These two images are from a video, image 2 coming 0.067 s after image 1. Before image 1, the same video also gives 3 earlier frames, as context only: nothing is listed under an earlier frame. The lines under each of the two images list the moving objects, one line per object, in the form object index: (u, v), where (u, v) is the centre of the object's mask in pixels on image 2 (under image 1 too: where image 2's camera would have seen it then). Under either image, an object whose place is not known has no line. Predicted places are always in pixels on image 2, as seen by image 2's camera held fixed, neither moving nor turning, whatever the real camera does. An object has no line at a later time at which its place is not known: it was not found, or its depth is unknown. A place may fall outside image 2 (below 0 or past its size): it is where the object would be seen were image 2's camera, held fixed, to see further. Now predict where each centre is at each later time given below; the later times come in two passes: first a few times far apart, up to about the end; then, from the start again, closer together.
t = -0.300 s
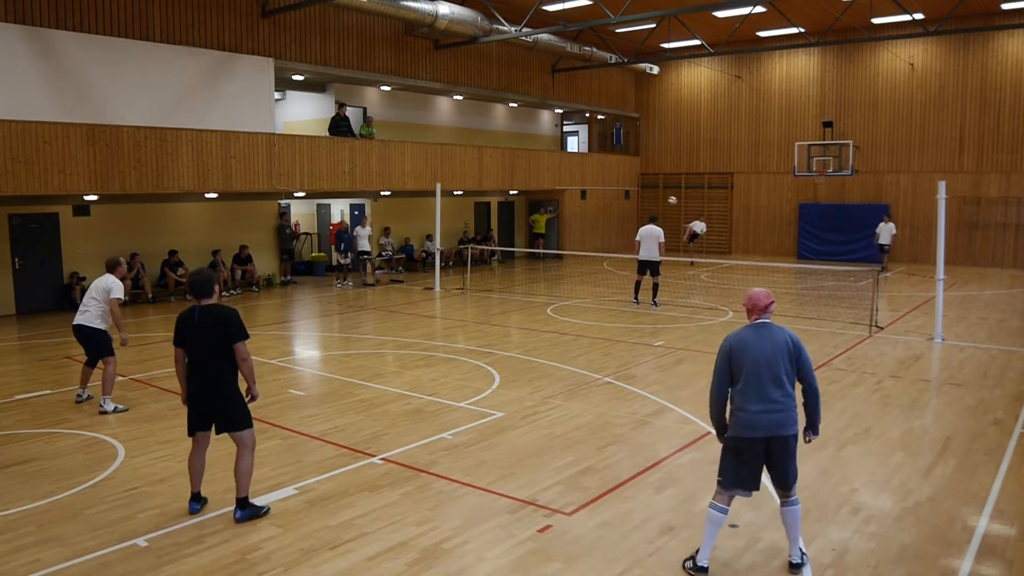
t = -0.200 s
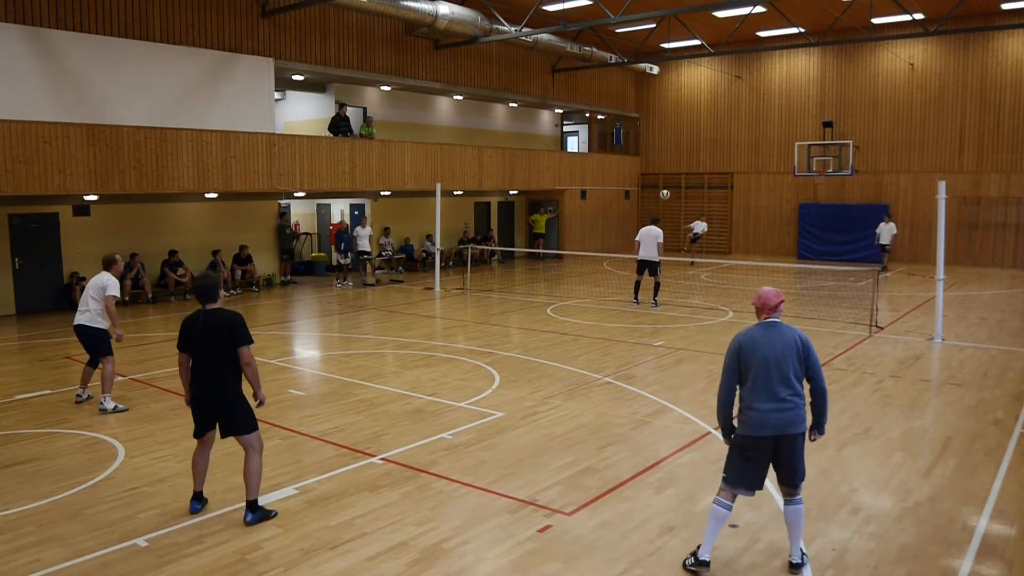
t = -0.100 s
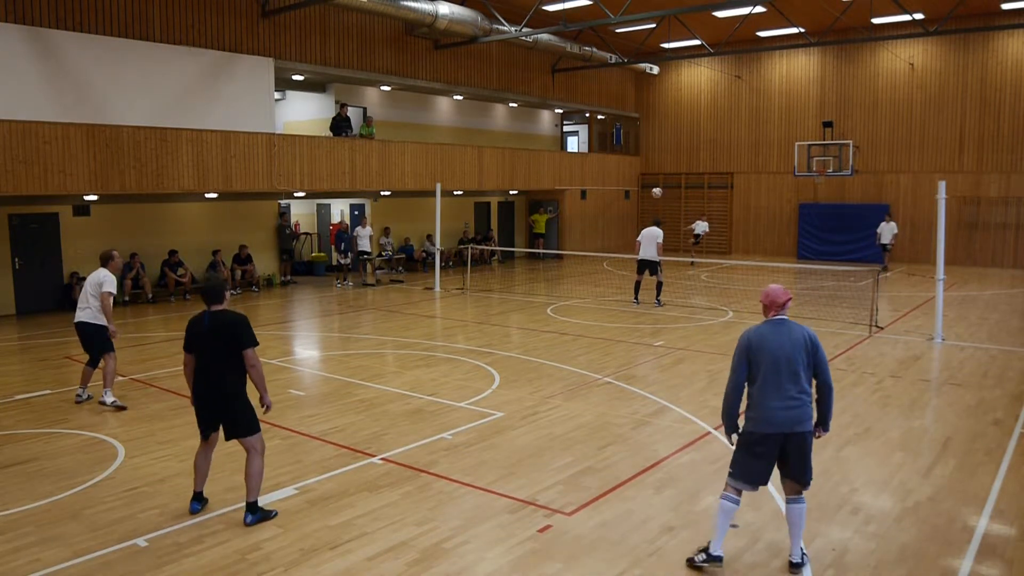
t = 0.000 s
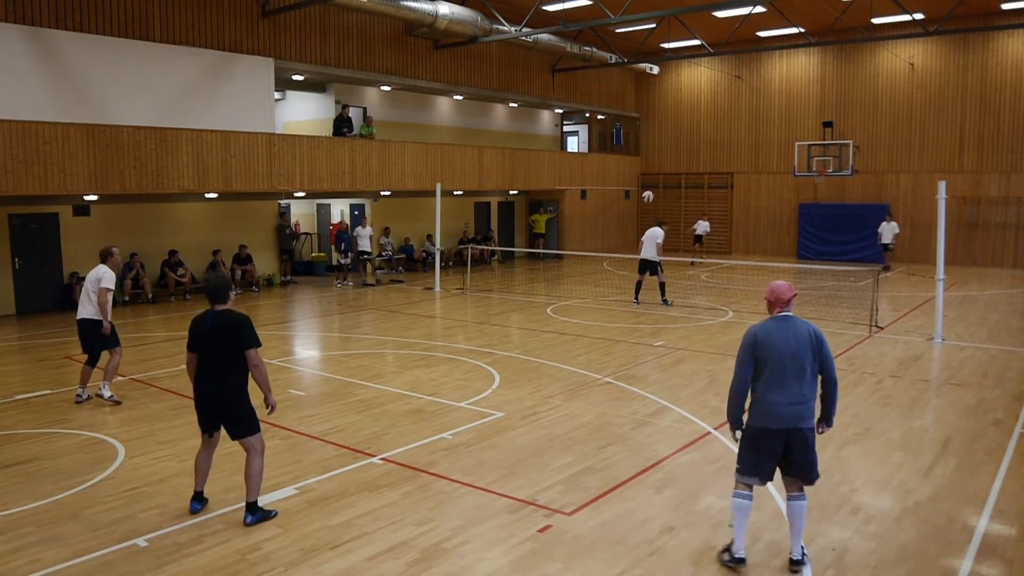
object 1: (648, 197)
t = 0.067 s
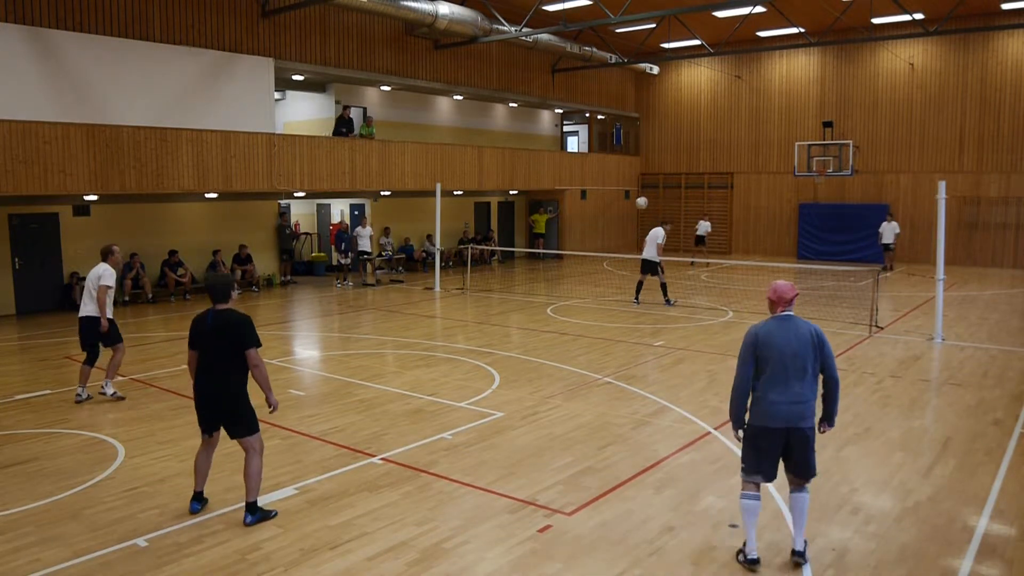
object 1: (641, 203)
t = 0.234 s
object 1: (623, 237)
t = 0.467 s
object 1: (589, 348)
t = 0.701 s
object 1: (562, 335)
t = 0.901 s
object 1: (533, 315)
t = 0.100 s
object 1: (638, 208)
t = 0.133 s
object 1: (635, 213)
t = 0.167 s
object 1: (631, 220)
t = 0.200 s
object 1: (627, 228)
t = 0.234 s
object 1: (623, 237)
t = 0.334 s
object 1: (610, 273)
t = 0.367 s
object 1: (606, 289)
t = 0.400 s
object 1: (601, 305)
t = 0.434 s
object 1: (596, 325)
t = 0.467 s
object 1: (589, 348)
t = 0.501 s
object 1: (583, 376)
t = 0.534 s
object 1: (580, 376)
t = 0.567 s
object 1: (576, 367)
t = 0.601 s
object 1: (573, 358)
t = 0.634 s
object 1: (570, 350)
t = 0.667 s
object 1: (566, 342)
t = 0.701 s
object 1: (562, 335)
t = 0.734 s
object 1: (558, 330)
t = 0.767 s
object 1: (553, 323)
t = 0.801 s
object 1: (549, 320)
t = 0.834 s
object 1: (544, 317)
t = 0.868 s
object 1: (538, 315)
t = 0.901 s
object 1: (533, 315)
